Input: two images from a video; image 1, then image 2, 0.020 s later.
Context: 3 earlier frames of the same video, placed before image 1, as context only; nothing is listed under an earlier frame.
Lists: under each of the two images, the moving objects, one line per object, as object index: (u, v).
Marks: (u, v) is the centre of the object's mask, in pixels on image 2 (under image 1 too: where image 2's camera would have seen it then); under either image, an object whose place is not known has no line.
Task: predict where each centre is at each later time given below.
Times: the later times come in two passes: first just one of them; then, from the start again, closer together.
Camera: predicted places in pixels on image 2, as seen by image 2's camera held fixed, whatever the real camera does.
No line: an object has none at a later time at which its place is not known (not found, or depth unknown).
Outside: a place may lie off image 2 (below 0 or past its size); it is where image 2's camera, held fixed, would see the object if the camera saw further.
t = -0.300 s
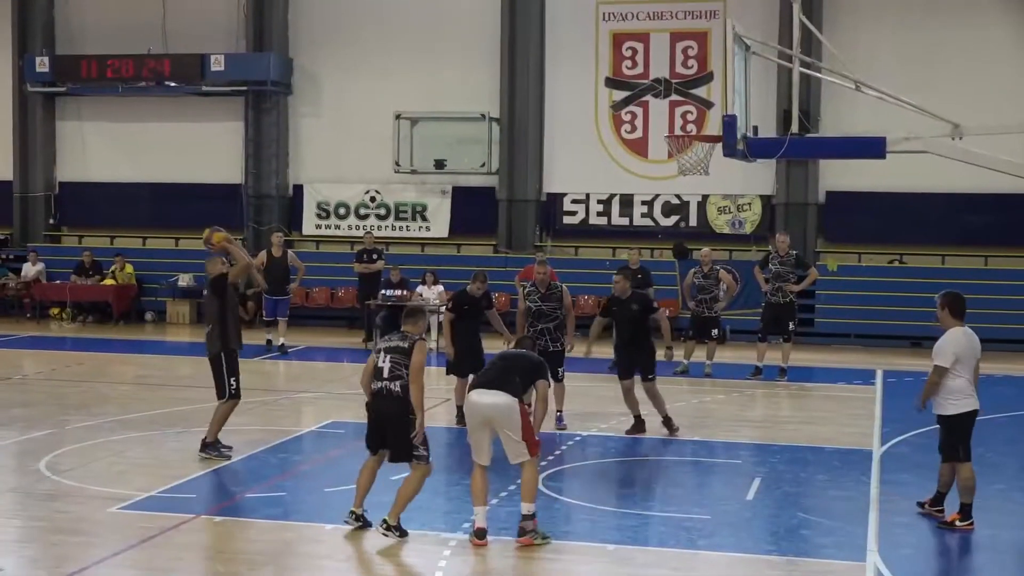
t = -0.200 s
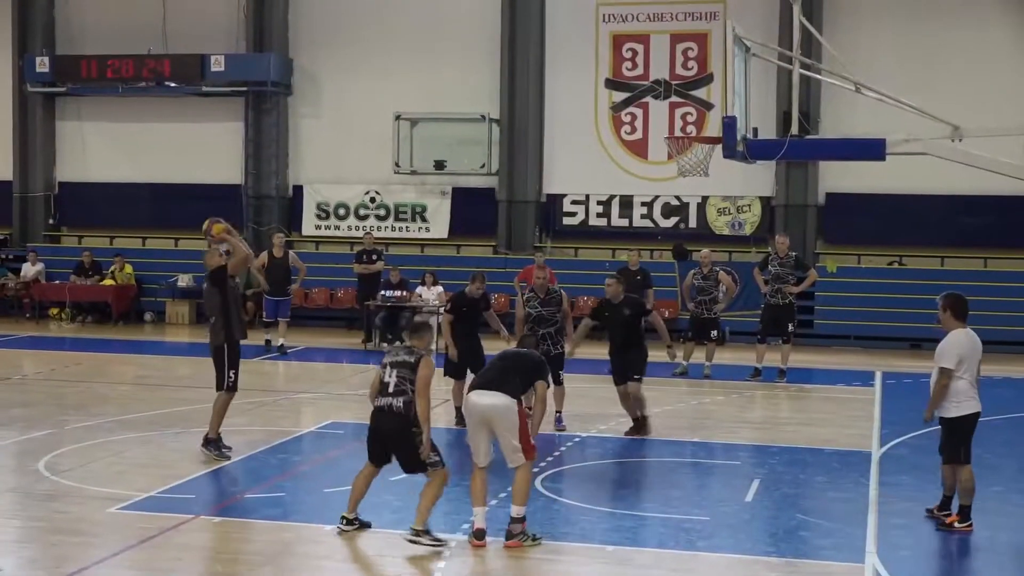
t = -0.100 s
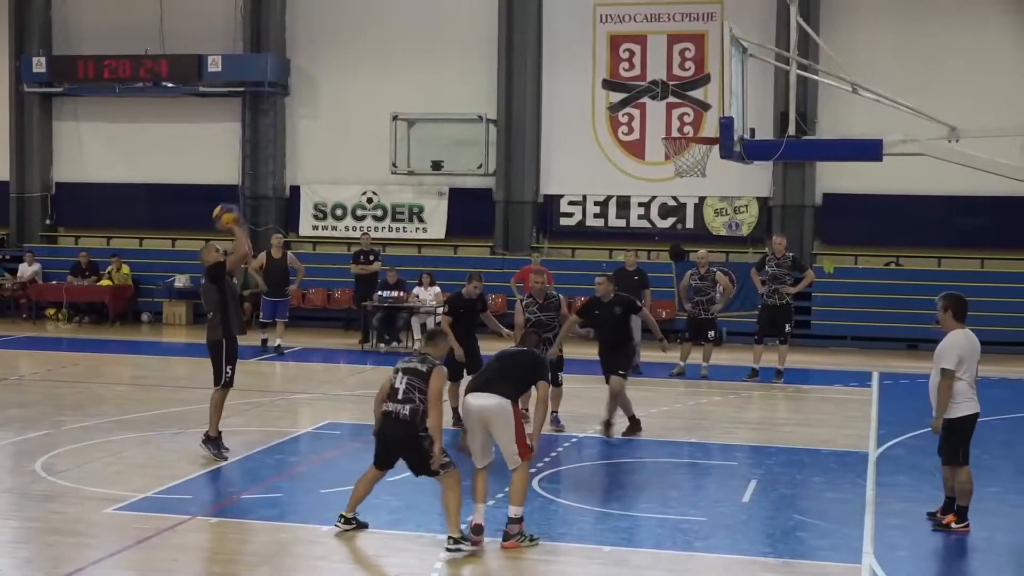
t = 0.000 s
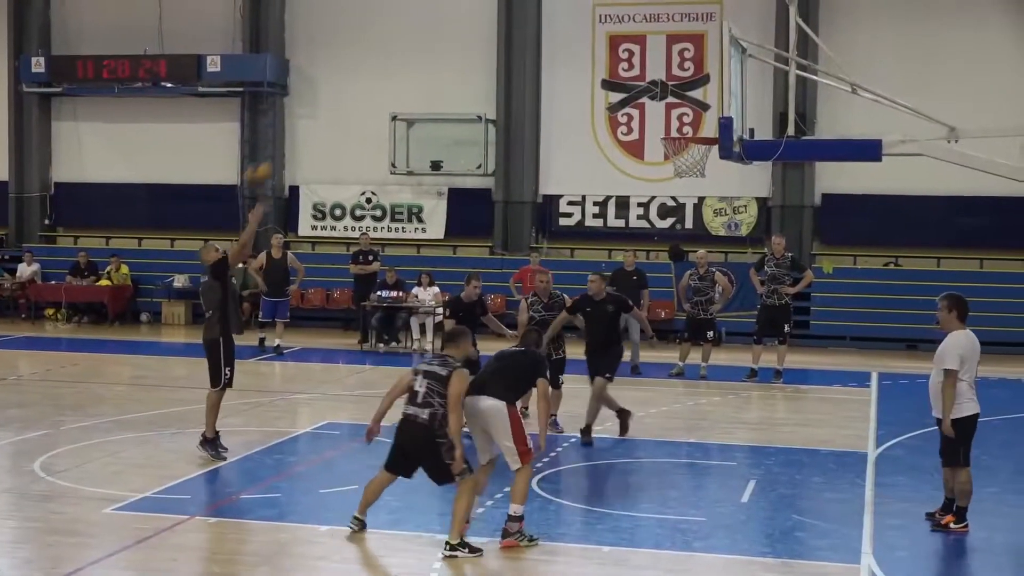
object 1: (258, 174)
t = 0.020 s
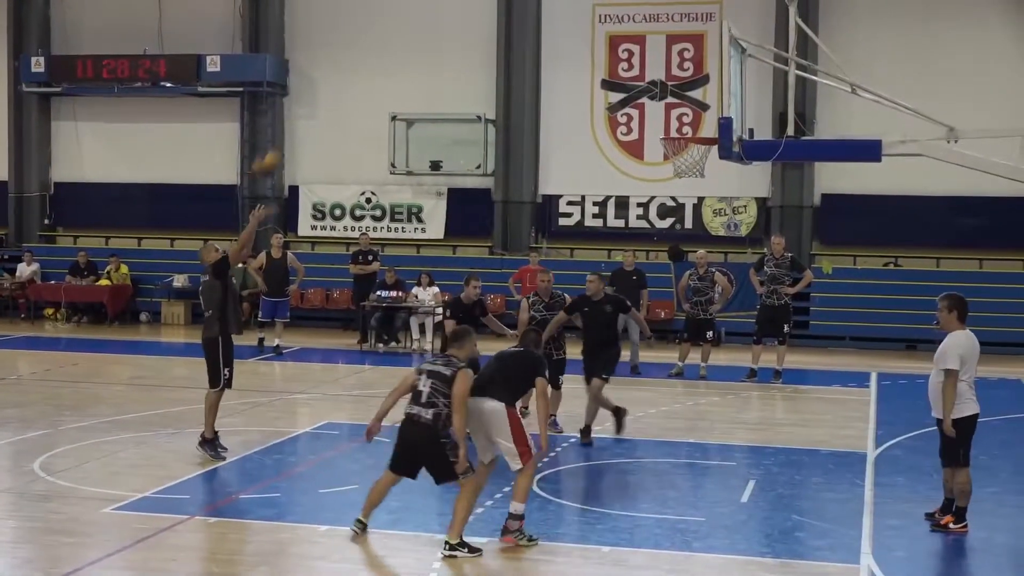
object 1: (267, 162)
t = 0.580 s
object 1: (512, 34)
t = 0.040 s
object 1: (276, 153)
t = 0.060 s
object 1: (285, 145)
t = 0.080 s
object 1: (294, 135)
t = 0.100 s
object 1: (301, 126)
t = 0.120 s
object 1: (310, 117)
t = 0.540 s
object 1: (492, 32)
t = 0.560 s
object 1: (501, 33)
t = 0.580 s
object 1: (512, 34)
